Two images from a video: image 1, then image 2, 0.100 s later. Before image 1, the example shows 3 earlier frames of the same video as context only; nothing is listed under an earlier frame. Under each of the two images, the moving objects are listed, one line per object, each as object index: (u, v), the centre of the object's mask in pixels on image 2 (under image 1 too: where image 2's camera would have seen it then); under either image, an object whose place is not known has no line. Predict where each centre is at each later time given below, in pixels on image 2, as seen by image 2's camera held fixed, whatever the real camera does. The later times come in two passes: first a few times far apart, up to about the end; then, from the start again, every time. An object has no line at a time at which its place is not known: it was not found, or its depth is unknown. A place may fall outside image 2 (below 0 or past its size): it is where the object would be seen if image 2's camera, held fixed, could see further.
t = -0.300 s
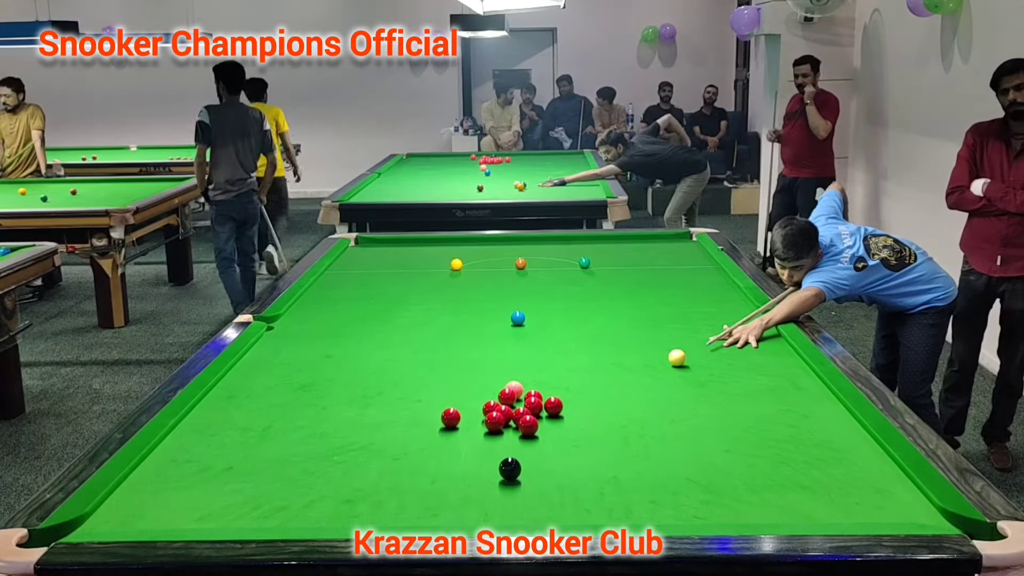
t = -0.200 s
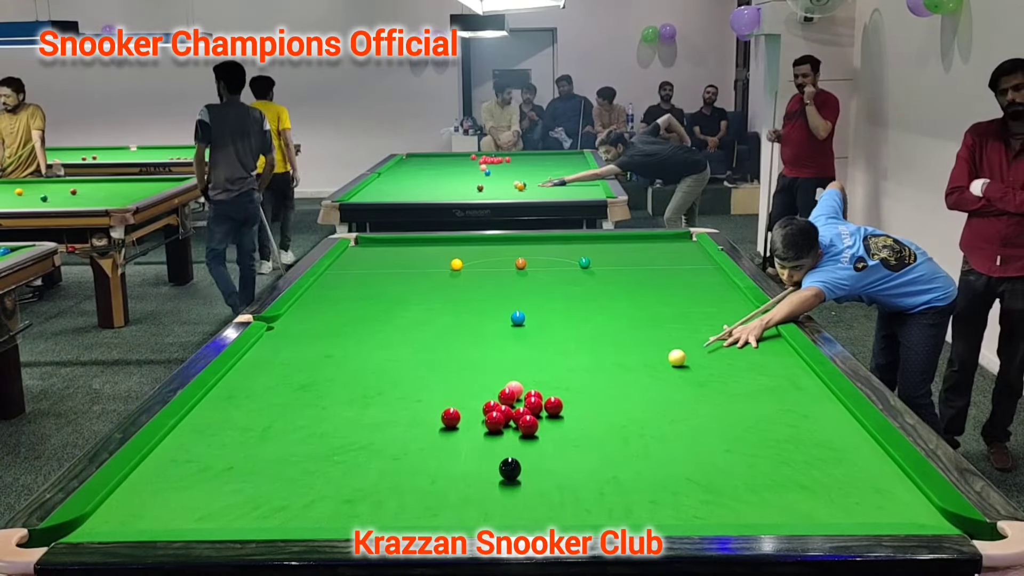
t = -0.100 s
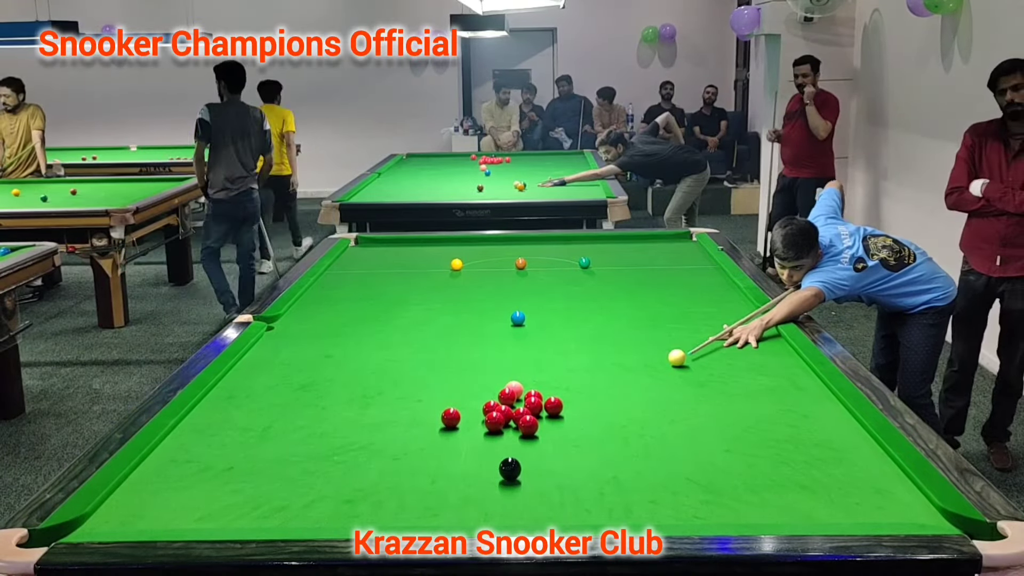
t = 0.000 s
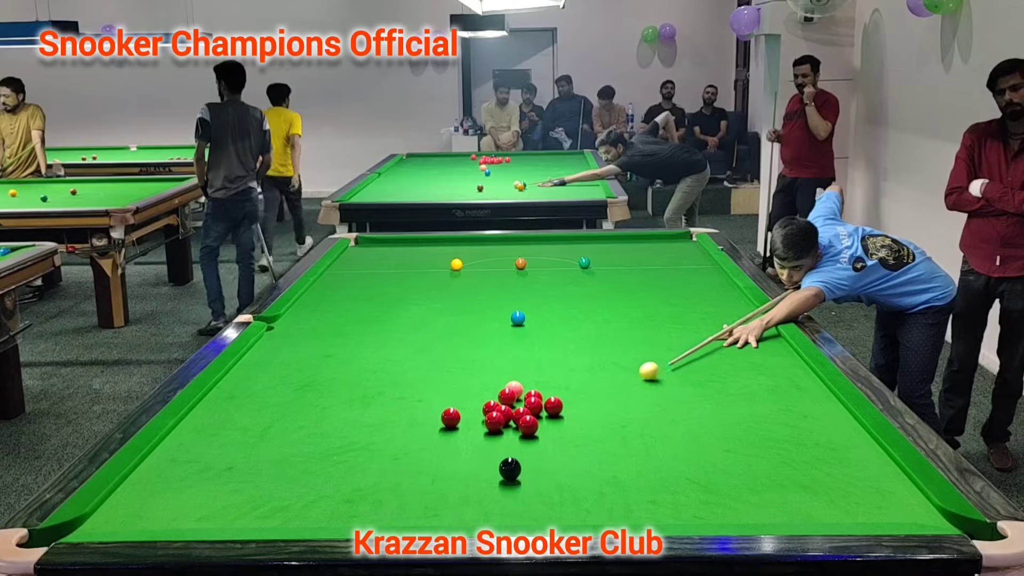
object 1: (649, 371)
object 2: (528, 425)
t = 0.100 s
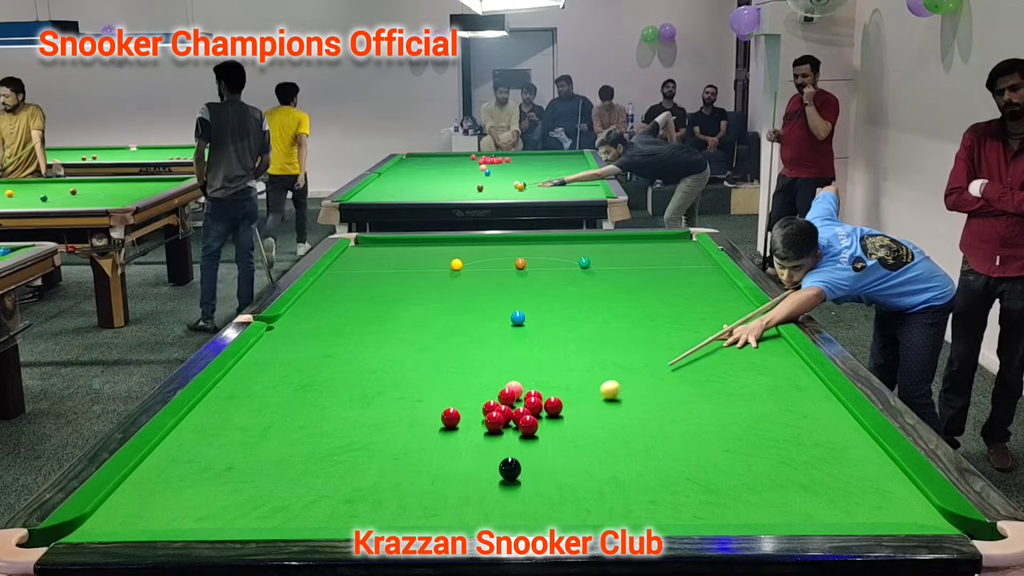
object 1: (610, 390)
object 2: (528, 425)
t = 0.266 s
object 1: (546, 421)
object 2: (527, 425)
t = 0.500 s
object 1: (562, 436)
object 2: (422, 452)
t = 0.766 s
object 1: (580, 452)
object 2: (314, 480)
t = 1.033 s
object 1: (598, 468)
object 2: (195, 510)
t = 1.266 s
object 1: (614, 482)
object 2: (95, 523)
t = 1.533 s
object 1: (632, 499)
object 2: (112, 523)
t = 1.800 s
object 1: (651, 514)
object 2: (134, 516)
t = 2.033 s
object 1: (663, 516)
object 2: (151, 509)
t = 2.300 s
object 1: (670, 511)
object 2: (168, 501)
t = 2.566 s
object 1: (676, 505)
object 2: (182, 495)
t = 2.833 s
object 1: (681, 499)
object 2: (194, 490)
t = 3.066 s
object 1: (685, 496)
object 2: (202, 487)
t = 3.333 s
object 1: (687, 492)
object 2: (209, 484)
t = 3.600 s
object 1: (690, 491)
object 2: (214, 482)
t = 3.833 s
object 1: (691, 490)
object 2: (216, 481)
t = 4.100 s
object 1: (690, 490)
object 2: (216, 481)
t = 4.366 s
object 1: (690, 490)
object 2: (216, 481)
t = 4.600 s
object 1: (690, 490)
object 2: (216, 481)
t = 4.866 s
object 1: (690, 490)
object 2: (216, 481)
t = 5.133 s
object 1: (690, 490)
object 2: (216, 481)
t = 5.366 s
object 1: (690, 490)
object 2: (216, 481)
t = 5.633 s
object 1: (690, 490)
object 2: (216, 481)
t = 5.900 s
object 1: (690, 490)
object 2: (216, 481)
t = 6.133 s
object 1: (690, 490)
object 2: (216, 481)
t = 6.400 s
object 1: (690, 490)
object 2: (216, 481)
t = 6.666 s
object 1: (690, 490)
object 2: (216, 481)
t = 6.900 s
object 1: (690, 490)
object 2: (216, 481)
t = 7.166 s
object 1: (690, 490)
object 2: (216, 481)
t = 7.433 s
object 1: (690, 490)
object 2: (216, 481)
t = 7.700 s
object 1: (690, 490)
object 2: (216, 481)
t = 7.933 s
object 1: (690, 490)
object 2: (216, 481)
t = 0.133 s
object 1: (597, 396)
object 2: (528, 425)
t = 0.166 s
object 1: (584, 402)
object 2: (528, 425)
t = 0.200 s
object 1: (571, 409)
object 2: (528, 425)
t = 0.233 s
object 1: (558, 415)
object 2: (528, 425)
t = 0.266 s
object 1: (546, 421)
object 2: (527, 425)
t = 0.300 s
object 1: (549, 424)
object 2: (511, 429)
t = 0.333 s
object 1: (551, 426)
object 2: (495, 434)
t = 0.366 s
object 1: (554, 428)
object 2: (480, 438)
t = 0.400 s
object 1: (556, 430)
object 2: (464, 442)
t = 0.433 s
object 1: (558, 432)
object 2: (450, 445)
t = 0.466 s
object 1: (560, 434)
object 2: (435, 449)
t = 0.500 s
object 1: (562, 436)
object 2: (422, 452)
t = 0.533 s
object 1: (564, 438)
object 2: (409, 456)
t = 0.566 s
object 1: (567, 440)
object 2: (396, 459)
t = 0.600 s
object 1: (569, 442)
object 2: (383, 462)
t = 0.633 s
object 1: (571, 444)
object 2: (369, 466)
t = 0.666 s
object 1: (573, 446)
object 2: (356, 469)
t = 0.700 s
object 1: (575, 448)
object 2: (342, 473)
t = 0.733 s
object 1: (577, 450)
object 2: (328, 476)
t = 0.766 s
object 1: (580, 452)
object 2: (314, 480)
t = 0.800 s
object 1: (582, 454)
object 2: (300, 484)
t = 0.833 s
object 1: (584, 456)
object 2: (286, 487)
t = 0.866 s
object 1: (586, 458)
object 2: (271, 490)
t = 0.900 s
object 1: (589, 460)
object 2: (257, 494)
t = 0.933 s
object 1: (591, 462)
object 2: (241, 498)
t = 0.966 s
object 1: (593, 464)
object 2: (226, 502)
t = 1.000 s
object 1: (595, 466)
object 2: (211, 506)
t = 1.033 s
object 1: (598, 468)
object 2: (195, 510)
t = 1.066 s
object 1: (600, 470)
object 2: (179, 514)
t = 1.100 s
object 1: (602, 472)
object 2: (163, 517)
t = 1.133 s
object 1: (604, 474)
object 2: (147, 520)
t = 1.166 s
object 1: (607, 476)
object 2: (131, 522)
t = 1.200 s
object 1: (609, 478)
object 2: (116, 524)
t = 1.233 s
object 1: (611, 480)
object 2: (105, 523)
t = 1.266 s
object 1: (614, 482)
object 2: (95, 523)
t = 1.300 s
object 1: (616, 485)
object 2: (84, 523)
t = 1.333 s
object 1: (618, 487)
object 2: (87, 524)
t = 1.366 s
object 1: (621, 489)
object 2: (93, 524)
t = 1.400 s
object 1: (623, 491)
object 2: (98, 525)
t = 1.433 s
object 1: (625, 493)
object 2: (102, 525)
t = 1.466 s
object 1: (627, 495)
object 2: (106, 524)
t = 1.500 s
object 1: (630, 497)
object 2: (109, 523)
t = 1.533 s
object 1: (632, 499)
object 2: (112, 523)
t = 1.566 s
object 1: (634, 501)
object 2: (115, 522)
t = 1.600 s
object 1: (637, 503)
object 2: (118, 521)
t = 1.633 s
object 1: (639, 505)
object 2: (121, 520)
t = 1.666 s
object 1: (641, 507)
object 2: (124, 519)
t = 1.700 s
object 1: (644, 510)
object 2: (126, 519)
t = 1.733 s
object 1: (646, 511)
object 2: (129, 518)
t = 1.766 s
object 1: (648, 513)
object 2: (132, 517)
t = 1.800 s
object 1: (651, 514)
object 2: (134, 516)
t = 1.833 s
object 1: (653, 515)
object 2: (137, 515)
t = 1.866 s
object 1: (655, 516)
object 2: (139, 514)
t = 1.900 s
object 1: (657, 517)
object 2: (142, 513)
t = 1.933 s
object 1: (660, 518)
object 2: (144, 512)
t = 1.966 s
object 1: (661, 517)
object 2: (147, 511)
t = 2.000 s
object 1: (662, 517)
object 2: (149, 510)
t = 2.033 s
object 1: (663, 516)
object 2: (151, 509)
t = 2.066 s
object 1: (664, 516)
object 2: (154, 508)
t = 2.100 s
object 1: (665, 515)
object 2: (155, 507)
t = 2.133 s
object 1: (666, 515)
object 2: (158, 506)
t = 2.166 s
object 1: (667, 514)
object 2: (160, 505)
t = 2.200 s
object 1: (668, 513)
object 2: (162, 504)
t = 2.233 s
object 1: (669, 513)
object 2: (164, 503)
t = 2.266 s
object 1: (669, 512)
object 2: (166, 502)
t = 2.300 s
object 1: (670, 511)
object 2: (168, 501)
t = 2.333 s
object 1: (671, 511)
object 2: (170, 501)
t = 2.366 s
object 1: (672, 510)
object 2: (172, 500)
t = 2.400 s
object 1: (672, 509)
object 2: (174, 499)
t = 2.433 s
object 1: (673, 508)
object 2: (175, 498)
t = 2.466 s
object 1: (674, 507)
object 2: (177, 498)
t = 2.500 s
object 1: (675, 506)
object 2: (179, 497)
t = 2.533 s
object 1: (676, 505)
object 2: (180, 496)
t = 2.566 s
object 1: (676, 505)
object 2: (182, 495)
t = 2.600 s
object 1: (677, 504)
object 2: (184, 495)
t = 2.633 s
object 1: (678, 503)
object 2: (185, 494)
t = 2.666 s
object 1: (678, 502)
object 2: (187, 493)
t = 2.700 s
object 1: (679, 502)
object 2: (188, 493)
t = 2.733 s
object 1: (679, 501)
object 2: (190, 492)
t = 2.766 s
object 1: (680, 500)
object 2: (191, 492)
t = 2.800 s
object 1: (681, 500)
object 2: (192, 491)
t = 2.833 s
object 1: (681, 499)
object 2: (194, 490)
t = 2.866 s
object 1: (682, 499)
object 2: (195, 490)
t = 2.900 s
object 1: (682, 498)
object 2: (196, 489)
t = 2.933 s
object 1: (683, 498)
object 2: (197, 489)
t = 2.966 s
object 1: (683, 497)
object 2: (199, 488)
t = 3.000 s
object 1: (684, 497)
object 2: (200, 488)
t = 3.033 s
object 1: (684, 496)
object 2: (201, 487)
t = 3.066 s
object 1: (685, 496)
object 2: (202, 487)
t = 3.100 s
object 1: (685, 495)
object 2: (203, 487)
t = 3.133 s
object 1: (686, 494)
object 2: (204, 486)
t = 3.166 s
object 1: (686, 494)
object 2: (205, 486)
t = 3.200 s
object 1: (686, 494)
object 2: (206, 485)
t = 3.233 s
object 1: (687, 494)
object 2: (206, 485)
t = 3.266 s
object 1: (687, 493)
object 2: (207, 485)
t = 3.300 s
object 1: (687, 493)
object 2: (208, 484)
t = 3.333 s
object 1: (687, 492)
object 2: (209, 484)
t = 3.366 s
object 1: (688, 492)
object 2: (210, 484)
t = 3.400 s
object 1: (688, 492)
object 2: (210, 483)
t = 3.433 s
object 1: (688, 492)
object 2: (211, 483)
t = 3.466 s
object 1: (688, 491)
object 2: (212, 483)
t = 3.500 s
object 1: (689, 491)
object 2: (212, 483)
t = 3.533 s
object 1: (689, 491)
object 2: (213, 482)
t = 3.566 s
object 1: (689, 491)
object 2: (213, 482)
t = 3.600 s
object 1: (690, 491)
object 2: (214, 482)
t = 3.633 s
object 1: (690, 491)
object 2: (214, 482)
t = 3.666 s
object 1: (690, 490)
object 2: (215, 482)
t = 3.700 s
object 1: (690, 490)
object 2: (215, 481)
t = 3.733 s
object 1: (690, 490)
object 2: (215, 481)
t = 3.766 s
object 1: (690, 490)
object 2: (216, 481)
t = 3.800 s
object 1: (691, 490)
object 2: (216, 481)
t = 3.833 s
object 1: (691, 490)
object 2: (216, 481)
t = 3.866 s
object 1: (690, 490)
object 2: (216, 481)
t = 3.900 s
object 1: (690, 490)
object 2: (216, 481)
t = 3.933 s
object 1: (690, 490)
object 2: (216, 481)
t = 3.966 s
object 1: (690, 490)
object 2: (216, 481)
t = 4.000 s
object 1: (690, 490)
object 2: (216, 481)
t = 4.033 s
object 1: (690, 490)
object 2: (216, 481)
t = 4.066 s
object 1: (690, 490)
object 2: (216, 481)
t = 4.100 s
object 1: (690, 490)
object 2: (216, 481)
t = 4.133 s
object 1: (690, 490)
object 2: (216, 481)
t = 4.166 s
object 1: (690, 490)
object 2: (216, 481)
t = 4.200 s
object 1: (690, 490)
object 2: (216, 481)
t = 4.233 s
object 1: (690, 490)
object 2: (216, 481)
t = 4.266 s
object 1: (690, 490)
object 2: (216, 481)
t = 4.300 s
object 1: (690, 490)
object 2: (216, 481)
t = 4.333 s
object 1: (690, 490)
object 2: (216, 481)
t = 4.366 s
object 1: (690, 490)
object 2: (216, 481)
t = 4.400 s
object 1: (690, 490)
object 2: (216, 481)
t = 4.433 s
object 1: (690, 490)
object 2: (216, 481)
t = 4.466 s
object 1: (690, 490)
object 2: (216, 481)
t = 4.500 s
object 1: (690, 490)
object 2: (216, 481)
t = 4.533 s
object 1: (690, 490)
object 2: (216, 481)
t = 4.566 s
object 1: (690, 490)
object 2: (216, 481)
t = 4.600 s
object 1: (690, 490)
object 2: (216, 481)
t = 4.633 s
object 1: (690, 490)
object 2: (216, 481)
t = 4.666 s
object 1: (690, 490)
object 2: (216, 481)
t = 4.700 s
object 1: (690, 490)
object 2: (216, 481)
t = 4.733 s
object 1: (690, 490)
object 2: (216, 481)
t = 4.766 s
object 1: (690, 490)
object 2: (216, 481)
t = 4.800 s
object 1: (690, 490)
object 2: (216, 481)
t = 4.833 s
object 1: (690, 490)
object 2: (216, 481)
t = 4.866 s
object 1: (690, 490)
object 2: (216, 481)
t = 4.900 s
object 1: (690, 490)
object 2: (216, 481)
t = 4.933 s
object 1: (690, 490)
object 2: (216, 481)
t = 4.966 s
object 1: (690, 490)
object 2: (216, 481)
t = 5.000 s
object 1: (690, 490)
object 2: (216, 481)
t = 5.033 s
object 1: (690, 490)
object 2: (216, 481)
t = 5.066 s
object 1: (690, 490)
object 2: (216, 481)
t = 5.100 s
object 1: (690, 490)
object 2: (216, 481)
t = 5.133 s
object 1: (690, 490)
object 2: (216, 481)
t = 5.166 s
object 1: (690, 490)
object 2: (216, 481)
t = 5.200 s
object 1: (690, 490)
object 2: (216, 481)
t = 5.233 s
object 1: (690, 490)
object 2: (216, 481)
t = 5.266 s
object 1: (690, 490)
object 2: (216, 481)
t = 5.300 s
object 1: (690, 490)
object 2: (216, 481)
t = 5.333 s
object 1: (690, 490)
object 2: (216, 481)
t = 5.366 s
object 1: (690, 490)
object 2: (216, 481)
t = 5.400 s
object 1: (690, 490)
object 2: (216, 481)
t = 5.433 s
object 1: (690, 490)
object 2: (216, 481)
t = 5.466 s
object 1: (690, 490)
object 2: (216, 481)
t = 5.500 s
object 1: (690, 490)
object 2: (216, 481)
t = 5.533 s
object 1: (690, 490)
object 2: (216, 481)
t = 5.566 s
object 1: (690, 490)
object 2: (216, 481)
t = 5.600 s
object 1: (690, 490)
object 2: (216, 481)
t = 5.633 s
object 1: (690, 490)
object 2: (216, 481)
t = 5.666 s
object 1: (690, 490)
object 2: (216, 481)
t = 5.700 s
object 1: (690, 490)
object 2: (216, 481)
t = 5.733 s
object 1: (690, 490)
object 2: (216, 481)
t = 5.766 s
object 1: (690, 490)
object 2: (216, 481)
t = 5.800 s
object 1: (690, 490)
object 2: (216, 481)
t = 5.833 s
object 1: (690, 490)
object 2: (216, 481)
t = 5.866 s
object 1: (690, 490)
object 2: (216, 481)
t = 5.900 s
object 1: (690, 490)
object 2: (216, 481)
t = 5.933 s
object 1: (690, 490)
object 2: (216, 481)
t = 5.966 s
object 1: (690, 490)
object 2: (216, 481)
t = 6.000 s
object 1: (690, 490)
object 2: (216, 481)
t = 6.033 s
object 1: (690, 490)
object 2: (216, 481)
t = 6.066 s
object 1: (690, 490)
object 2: (216, 481)
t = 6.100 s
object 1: (690, 490)
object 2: (216, 481)
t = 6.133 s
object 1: (690, 490)
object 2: (216, 481)
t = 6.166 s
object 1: (690, 490)
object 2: (216, 481)
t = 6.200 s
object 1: (690, 490)
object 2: (216, 481)
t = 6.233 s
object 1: (690, 490)
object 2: (216, 481)
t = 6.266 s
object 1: (690, 490)
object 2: (216, 481)
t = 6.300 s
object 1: (690, 490)
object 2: (216, 481)
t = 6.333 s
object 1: (690, 490)
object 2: (216, 481)
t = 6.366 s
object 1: (690, 490)
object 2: (216, 481)
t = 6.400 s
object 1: (690, 490)
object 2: (216, 481)
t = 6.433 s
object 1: (690, 490)
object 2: (216, 481)
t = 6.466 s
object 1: (690, 490)
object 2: (216, 481)
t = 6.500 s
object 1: (690, 490)
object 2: (216, 481)
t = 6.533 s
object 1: (690, 490)
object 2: (216, 481)
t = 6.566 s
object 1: (690, 490)
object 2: (216, 481)
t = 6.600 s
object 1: (690, 490)
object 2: (216, 481)
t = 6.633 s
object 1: (690, 490)
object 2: (216, 481)
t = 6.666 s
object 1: (690, 490)
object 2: (216, 481)
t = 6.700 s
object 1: (690, 490)
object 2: (216, 481)
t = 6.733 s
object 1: (690, 490)
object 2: (216, 481)
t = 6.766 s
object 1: (690, 490)
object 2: (216, 481)
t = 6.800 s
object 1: (690, 490)
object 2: (216, 481)
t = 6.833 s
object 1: (690, 490)
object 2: (216, 481)
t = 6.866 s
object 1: (690, 490)
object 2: (216, 481)
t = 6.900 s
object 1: (690, 490)
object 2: (216, 481)
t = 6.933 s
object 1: (690, 490)
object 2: (216, 481)
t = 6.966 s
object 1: (690, 490)
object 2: (216, 481)
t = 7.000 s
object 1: (690, 490)
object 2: (216, 481)
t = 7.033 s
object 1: (690, 490)
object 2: (216, 481)
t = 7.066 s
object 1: (690, 490)
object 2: (216, 481)
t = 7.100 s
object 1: (690, 490)
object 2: (216, 481)
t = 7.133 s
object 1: (690, 490)
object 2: (216, 481)
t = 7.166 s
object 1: (690, 490)
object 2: (216, 481)
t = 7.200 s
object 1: (690, 490)
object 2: (216, 481)
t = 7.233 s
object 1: (690, 490)
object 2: (216, 481)
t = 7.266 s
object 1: (690, 490)
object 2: (216, 481)
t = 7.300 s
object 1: (690, 490)
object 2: (216, 481)
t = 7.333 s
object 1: (690, 490)
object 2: (216, 481)
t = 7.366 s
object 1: (690, 490)
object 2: (216, 481)
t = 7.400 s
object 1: (690, 490)
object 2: (216, 481)
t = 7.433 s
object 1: (690, 490)
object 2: (216, 481)
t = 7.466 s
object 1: (690, 490)
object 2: (216, 481)
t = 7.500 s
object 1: (690, 490)
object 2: (216, 481)
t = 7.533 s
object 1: (690, 490)
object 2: (216, 481)
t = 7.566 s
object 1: (690, 490)
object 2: (216, 481)
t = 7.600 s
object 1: (690, 490)
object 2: (216, 481)
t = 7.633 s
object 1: (690, 490)
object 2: (216, 481)
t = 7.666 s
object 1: (690, 490)
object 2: (216, 481)
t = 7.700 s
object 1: (690, 490)
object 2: (216, 481)
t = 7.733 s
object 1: (690, 490)
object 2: (216, 481)
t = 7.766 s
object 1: (690, 490)
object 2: (216, 481)
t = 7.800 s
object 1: (690, 490)
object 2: (216, 481)
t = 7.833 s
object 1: (690, 490)
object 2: (216, 481)
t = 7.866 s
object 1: (690, 490)
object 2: (216, 481)
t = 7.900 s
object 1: (690, 490)
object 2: (216, 481)
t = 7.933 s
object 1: (690, 490)
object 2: (216, 481)
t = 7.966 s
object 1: (690, 490)
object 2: (216, 481)
